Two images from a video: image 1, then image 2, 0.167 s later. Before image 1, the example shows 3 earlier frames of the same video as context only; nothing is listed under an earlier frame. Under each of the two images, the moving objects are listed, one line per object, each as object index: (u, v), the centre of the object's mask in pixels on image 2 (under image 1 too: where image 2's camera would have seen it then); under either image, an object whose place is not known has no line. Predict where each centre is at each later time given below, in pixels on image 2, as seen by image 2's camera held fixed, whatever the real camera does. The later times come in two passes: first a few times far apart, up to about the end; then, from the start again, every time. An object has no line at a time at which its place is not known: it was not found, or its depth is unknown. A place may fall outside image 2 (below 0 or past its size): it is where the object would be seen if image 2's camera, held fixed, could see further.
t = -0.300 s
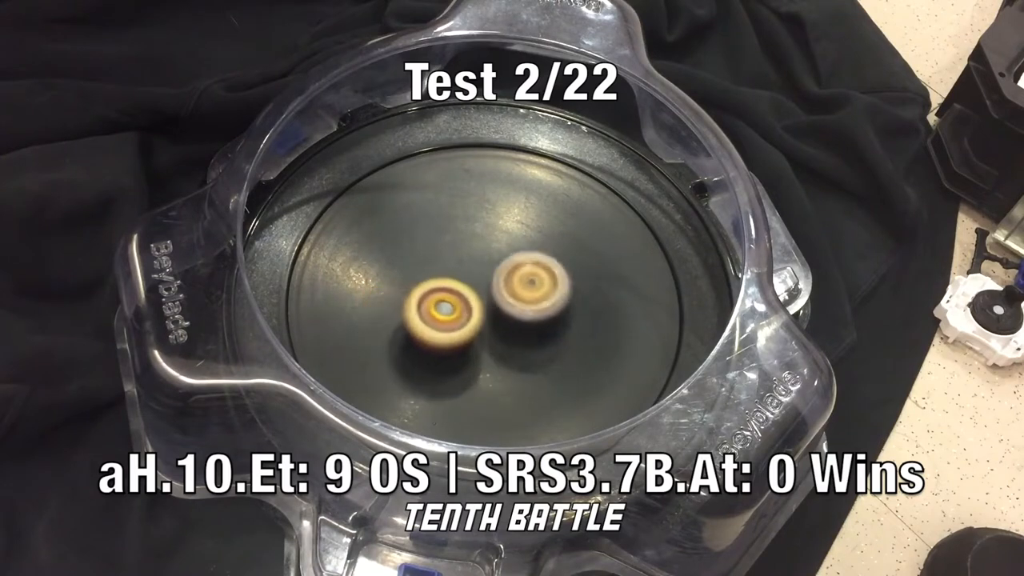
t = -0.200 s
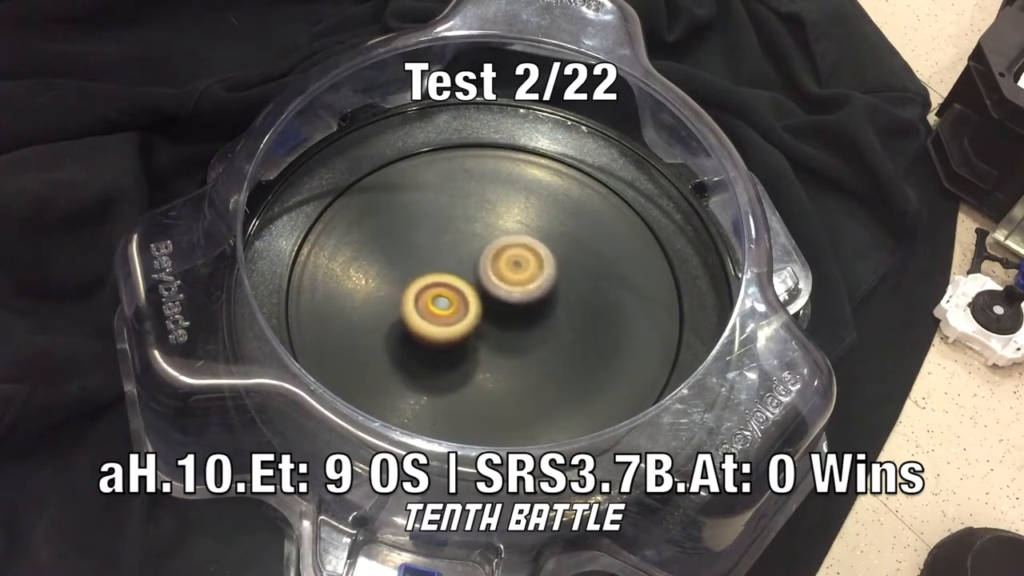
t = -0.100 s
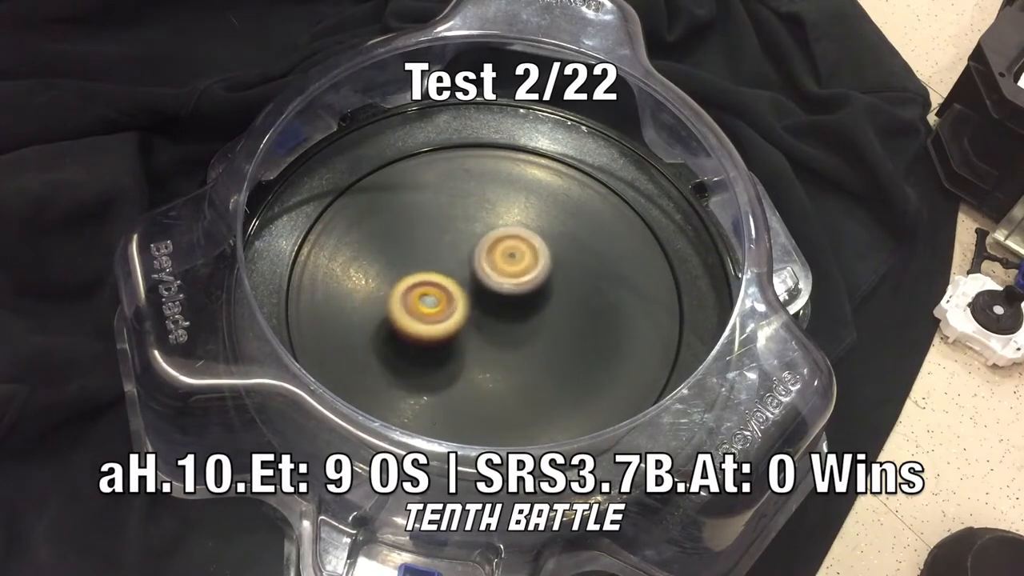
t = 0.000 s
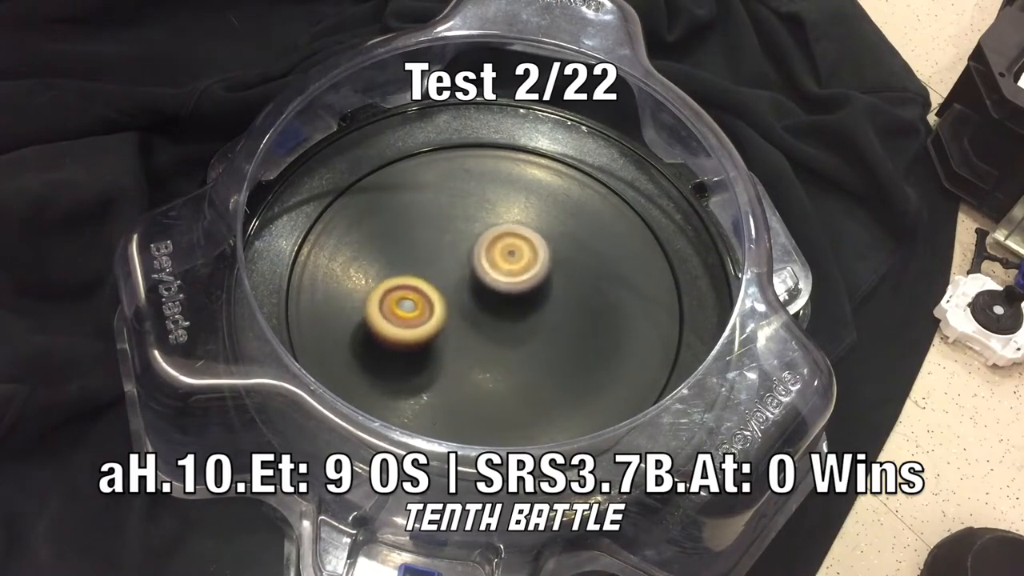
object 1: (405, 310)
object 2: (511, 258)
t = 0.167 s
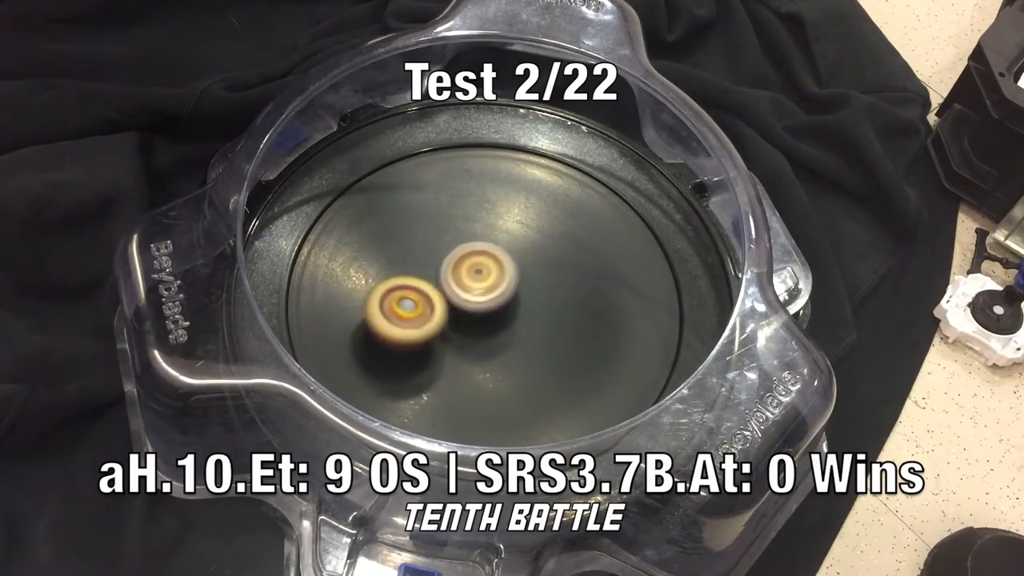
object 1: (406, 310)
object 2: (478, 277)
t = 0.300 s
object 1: (384, 317)
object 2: (490, 284)
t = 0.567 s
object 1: (389, 322)
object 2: (535, 293)
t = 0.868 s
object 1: (427, 283)
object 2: (521, 294)
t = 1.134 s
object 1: (382, 212)
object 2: (523, 322)
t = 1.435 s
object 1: (399, 209)
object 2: (476, 309)
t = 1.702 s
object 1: (469, 251)
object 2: (464, 335)
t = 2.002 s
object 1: (568, 275)
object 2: (488, 335)
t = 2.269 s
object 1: (589, 287)
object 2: (483, 298)
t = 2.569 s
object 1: (574, 320)
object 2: (442, 290)
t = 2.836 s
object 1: (519, 350)
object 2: (455, 286)
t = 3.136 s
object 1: (454, 369)
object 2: (485, 302)
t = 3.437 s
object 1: (417, 340)
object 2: (488, 287)
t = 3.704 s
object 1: (408, 288)
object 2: (491, 276)
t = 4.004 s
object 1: (382, 245)
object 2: (501, 299)
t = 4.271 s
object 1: (427, 250)
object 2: (480, 315)
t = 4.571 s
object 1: (489, 242)
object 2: (482, 336)
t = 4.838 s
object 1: (544, 243)
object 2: (471, 313)
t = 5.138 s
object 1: (551, 273)
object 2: (461, 297)
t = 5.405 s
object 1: (533, 314)
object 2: (450, 294)
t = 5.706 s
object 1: (506, 362)
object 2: (462, 288)
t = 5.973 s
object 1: (472, 365)
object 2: (481, 294)
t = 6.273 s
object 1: (426, 354)
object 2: (504, 287)
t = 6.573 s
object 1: (407, 294)
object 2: (511, 303)
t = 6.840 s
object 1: (405, 244)
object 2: (496, 316)
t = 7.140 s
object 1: (448, 230)
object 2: (471, 312)
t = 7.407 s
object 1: (519, 234)
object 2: (454, 322)
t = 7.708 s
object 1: (559, 267)
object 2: (470, 305)
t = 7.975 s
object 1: (563, 319)
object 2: (464, 284)
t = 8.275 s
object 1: (512, 361)
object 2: (476, 288)
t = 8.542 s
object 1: (437, 364)
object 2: (492, 290)
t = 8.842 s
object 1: (388, 325)
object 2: (485, 303)
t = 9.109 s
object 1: (401, 264)
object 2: (481, 313)
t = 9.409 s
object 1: (460, 227)
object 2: (471, 306)
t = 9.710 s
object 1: (544, 232)
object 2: (460, 308)
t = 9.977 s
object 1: (576, 274)
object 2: (475, 297)
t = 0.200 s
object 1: (397, 311)
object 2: (482, 278)
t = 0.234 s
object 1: (390, 312)
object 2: (485, 279)
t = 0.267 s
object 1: (385, 315)
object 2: (488, 282)
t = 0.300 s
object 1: (384, 317)
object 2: (490, 284)
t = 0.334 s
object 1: (387, 320)
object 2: (491, 286)
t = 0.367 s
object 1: (392, 322)
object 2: (492, 289)
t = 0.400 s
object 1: (398, 323)
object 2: (492, 292)
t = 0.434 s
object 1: (405, 322)
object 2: (492, 295)
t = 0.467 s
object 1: (412, 320)
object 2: (492, 297)
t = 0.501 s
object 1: (402, 320)
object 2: (508, 295)
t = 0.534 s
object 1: (393, 321)
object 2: (523, 294)
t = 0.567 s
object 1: (389, 322)
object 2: (535, 293)
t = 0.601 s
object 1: (388, 320)
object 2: (542, 292)
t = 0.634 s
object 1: (389, 320)
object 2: (548, 291)
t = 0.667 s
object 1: (393, 318)
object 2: (550, 291)
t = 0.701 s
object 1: (398, 314)
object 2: (550, 291)
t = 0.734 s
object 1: (405, 309)
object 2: (547, 291)
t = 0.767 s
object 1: (411, 304)
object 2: (542, 292)
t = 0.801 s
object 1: (418, 298)
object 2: (536, 292)
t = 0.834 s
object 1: (423, 291)
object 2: (528, 293)
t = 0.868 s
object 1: (427, 283)
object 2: (521, 294)
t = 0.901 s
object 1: (429, 274)
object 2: (514, 294)
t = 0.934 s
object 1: (421, 261)
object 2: (518, 299)
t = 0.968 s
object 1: (411, 248)
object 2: (523, 304)
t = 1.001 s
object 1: (402, 238)
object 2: (527, 309)
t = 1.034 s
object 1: (396, 230)
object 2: (528, 313)
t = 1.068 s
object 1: (390, 223)
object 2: (528, 317)
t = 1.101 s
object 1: (385, 217)
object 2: (526, 320)
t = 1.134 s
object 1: (382, 212)
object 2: (523, 322)
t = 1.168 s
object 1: (379, 208)
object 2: (519, 323)
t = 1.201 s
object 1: (377, 205)
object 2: (514, 323)
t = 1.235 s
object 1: (377, 203)
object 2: (508, 323)
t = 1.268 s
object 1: (378, 202)
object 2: (501, 321)
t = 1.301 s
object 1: (381, 202)
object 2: (494, 319)
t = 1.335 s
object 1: (384, 203)
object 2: (488, 316)
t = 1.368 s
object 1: (388, 204)
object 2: (483, 313)
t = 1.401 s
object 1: (393, 207)
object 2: (479, 310)
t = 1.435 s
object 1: (399, 209)
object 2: (476, 309)
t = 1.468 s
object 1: (406, 214)
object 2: (472, 309)
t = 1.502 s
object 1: (413, 218)
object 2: (470, 310)
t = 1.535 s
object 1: (421, 224)
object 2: (468, 312)
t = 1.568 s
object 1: (429, 229)
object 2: (466, 315)
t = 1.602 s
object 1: (438, 235)
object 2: (464, 319)
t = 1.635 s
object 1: (448, 240)
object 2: (463, 323)
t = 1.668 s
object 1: (459, 246)
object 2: (463, 329)
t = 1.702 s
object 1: (469, 251)
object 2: (464, 335)
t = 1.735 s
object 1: (481, 256)
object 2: (466, 341)
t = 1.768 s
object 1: (492, 260)
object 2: (468, 347)
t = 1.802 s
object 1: (505, 265)
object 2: (472, 351)
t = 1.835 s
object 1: (517, 268)
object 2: (476, 352)
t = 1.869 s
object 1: (529, 271)
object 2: (480, 352)
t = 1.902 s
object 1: (540, 272)
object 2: (483, 349)
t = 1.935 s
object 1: (550, 274)
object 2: (485, 345)
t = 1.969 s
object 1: (560, 274)
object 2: (487, 341)
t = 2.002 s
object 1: (568, 275)
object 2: (488, 335)
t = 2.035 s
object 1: (574, 276)
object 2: (488, 330)
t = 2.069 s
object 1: (580, 277)
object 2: (487, 324)
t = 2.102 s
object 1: (585, 278)
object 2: (487, 318)
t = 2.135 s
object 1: (587, 279)
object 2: (486, 313)
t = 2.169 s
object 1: (590, 281)
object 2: (485, 308)
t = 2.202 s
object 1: (591, 282)
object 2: (484, 304)
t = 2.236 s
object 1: (591, 284)
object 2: (483, 300)
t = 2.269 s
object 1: (589, 287)
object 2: (483, 298)
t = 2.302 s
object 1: (586, 289)
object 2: (483, 296)
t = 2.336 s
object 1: (582, 292)
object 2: (484, 295)
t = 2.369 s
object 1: (577, 295)
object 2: (484, 296)
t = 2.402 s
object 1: (571, 299)
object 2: (484, 297)
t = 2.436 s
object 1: (571, 304)
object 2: (476, 296)
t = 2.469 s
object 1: (576, 310)
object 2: (463, 295)
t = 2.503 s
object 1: (577, 314)
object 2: (454, 293)
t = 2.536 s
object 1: (577, 317)
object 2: (447, 291)
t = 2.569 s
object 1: (574, 320)
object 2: (442, 290)
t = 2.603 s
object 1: (569, 324)
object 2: (439, 288)
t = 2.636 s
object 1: (564, 327)
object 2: (437, 287)
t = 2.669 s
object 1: (558, 331)
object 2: (438, 286)
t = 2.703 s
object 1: (550, 335)
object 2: (439, 286)
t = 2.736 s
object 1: (543, 339)
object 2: (442, 285)
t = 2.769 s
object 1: (535, 343)
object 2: (446, 285)
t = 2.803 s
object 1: (527, 347)
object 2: (450, 286)
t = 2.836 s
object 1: (519, 350)
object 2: (455, 286)
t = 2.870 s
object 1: (510, 353)
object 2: (459, 287)
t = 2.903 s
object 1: (502, 357)
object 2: (464, 288)
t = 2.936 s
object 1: (494, 360)
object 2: (469, 290)
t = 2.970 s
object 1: (486, 362)
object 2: (473, 291)
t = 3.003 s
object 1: (479, 365)
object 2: (477, 293)
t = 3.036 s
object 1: (473, 367)
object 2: (480, 295)
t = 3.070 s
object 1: (466, 368)
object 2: (483, 298)
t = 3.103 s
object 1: (460, 369)
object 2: (484, 300)
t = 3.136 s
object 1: (454, 369)
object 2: (485, 302)
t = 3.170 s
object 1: (449, 369)
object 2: (484, 303)
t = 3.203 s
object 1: (445, 367)
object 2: (483, 304)
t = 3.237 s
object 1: (440, 365)
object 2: (480, 304)
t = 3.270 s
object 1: (437, 361)
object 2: (478, 302)
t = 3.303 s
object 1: (432, 358)
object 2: (478, 300)
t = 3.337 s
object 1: (428, 354)
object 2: (480, 298)
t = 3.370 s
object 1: (424, 350)
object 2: (482, 294)
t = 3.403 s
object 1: (420, 345)
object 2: (485, 290)
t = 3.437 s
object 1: (417, 340)
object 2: (488, 287)
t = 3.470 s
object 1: (414, 334)
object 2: (491, 283)
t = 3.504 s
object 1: (412, 328)
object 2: (493, 279)
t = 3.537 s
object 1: (410, 322)
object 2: (494, 276)
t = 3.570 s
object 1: (409, 316)
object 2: (495, 275)
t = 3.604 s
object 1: (408, 309)
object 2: (494, 274)
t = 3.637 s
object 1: (407, 303)
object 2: (494, 274)
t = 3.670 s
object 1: (408, 296)
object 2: (493, 274)
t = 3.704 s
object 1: (408, 288)
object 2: (491, 276)
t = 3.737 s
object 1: (406, 281)
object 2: (492, 277)
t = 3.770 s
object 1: (400, 273)
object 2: (497, 279)
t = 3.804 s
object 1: (395, 266)
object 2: (501, 281)
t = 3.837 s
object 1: (391, 261)
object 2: (503, 283)
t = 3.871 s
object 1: (387, 256)
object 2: (505, 286)
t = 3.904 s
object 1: (384, 252)
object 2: (505, 289)
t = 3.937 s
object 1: (382, 249)
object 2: (504, 292)
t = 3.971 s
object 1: (381, 247)
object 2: (503, 295)
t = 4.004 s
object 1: (382, 245)
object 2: (501, 299)
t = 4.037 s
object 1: (383, 244)
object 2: (499, 302)
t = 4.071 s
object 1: (387, 244)
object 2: (497, 304)
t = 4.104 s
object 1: (391, 244)
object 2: (494, 307)
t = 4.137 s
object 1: (396, 245)
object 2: (491, 309)
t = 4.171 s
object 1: (403, 245)
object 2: (488, 311)
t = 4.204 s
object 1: (410, 247)
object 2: (485, 313)
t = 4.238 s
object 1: (418, 248)
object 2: (483, 314)
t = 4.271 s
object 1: (427, 250)
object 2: (480, 315)
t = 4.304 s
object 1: (436, 249)
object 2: (479, 316)
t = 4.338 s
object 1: (441, 245)
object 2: (481, 323)
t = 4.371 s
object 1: (446, 243)
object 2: (483, 328)
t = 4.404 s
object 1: (452, 241)
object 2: (484, 332)
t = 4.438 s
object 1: (458, 241)
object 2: (485, 335)
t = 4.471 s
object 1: (466, 241)
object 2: (485, 337)
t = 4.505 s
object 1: (473, 241)
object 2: (484, 338)
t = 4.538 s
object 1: (481, 242)
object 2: (484, 337)
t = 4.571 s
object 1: (489, 242)
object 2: (482, 336)
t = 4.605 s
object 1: (498, 243)
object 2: (481, 334)
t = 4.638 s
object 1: (507, 243)
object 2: (480, 331)
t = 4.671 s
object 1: (515, 242)
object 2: (478, 328)
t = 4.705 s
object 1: (523, 242)
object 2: (476, 325)
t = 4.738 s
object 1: (530, 242)
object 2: (475, 322)
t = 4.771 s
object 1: (535, 242)
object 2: (473, 319)
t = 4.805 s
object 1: (541, 242)
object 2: (472, 316)
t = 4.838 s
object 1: (544, 243)
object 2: (471, 313)
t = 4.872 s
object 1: (548, 244)
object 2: (469, 310)
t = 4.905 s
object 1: (551, 246)
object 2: (469, 307)
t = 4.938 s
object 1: (552, 249)
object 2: (469, 305)
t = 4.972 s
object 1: (553, 252)
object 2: (468, 303)
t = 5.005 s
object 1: (552, 255)
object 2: (468, 301)
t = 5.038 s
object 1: (551, 260)
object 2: (469, 299)
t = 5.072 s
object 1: (549, 264)
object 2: (469, 298)
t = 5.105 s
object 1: (548, 270)
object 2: (468, 298)
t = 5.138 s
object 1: (551, 273)
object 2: (461, 297)
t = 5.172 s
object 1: (552, 277)
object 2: (456, 298)
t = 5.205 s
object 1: (552, 281)
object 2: (452, 298)
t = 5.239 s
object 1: (551, 285)
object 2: (450, 298)
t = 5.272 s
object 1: (549, 290)
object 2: (448, 297)
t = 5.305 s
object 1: (546, 295)
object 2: (448, 297)
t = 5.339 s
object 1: (542, 301)
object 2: (448, 296)
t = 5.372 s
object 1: (538, 308)
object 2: (449, 295)
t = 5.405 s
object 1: (533, 314)
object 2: (450, 294)
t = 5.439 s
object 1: (532, 321)
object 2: (449, 293)
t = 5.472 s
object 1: (530, 327)
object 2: (449, 291)
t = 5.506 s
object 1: (527, 333)
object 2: (449, 290)
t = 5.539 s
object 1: (524, 339)
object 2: (450, 289)
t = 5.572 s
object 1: (521, 345)
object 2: (452, 288)
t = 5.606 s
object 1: (517, 350)
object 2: (454, 288)
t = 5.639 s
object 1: (514, 354)
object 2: (456, 288)
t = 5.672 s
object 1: (510, 358)
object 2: (459, 288)
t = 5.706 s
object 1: (506, 362)
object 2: (462, 288)
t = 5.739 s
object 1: (502, 365)
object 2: (464, 289)
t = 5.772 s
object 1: (498, 367)
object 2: (467, 289)
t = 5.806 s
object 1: (493, 369)
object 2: (470, 290)
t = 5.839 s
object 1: (489, 370)
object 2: (472, 291)
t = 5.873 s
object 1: (485, 370)
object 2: (475, 292)
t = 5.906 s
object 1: (481, 369)
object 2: (477, 293)
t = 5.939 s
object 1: (476, 367)
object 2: (479, 294)
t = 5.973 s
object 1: (472, 365)
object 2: (481, 294)
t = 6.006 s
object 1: (469, 362)
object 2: (482, 294)
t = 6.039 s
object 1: (461, 362)
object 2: (486, 292)
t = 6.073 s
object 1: (451, 364)
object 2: (490, 288)
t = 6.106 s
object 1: (444, 365)
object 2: (494, 286)
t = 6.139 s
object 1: (439, 365)
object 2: (498, 285)
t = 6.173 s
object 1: (435, 364)
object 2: (501, 285)
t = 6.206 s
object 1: (431, 362)
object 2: (502, 286)
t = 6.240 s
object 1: (428, 359)
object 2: (503, 286)
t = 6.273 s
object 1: (426, 354)
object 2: (504, 287)
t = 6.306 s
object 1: (424, 350)
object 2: (504, 289)
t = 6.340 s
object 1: (423, 344)
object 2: (504, 290)
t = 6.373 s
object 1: (422, 338)
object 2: (504, 291)
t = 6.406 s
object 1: (421, 331)
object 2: (503, 293)
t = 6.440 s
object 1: (421, 324)
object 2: (502, 295)
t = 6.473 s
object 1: (421, 317)
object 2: (502, 297)
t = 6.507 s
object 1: (416, 309)
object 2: (504, 299)
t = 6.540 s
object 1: (411, 301)
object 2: (508, 301)
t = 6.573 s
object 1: (407, 294)
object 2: (511, 303)
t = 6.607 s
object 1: (405, 286)
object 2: (513, 306)
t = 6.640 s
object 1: (403, 279)
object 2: (513, 308)
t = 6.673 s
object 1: (403, 273)
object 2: (512, 310)
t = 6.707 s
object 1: (402, 266)
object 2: (509, 312)
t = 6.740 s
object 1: (402, 260)
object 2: (507, 313)
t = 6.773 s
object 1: (402, 255)
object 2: (503, 314)
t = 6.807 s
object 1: (403, 249)
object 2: (500, 315)
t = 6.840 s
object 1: (405, 244)
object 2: (496, 316)
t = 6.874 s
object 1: (408, 240)
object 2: (493, 316)
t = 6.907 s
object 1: (412, 237)
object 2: (489, 316)
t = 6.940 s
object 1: (416, 234)
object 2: (486, 316)
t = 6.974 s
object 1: (420, 232)
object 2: (483, 316)
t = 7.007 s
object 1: (425, 230)
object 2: (480, 315)
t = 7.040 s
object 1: (430, 229)
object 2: (477, 315)
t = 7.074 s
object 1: (436, 229)
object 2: (475, 314)
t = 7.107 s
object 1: (442, 229)
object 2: (472, 313)
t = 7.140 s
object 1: (448, 230)
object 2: (471, 312)
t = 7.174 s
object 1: (456, 232)
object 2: (469, 311)
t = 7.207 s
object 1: (463, 235)
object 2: (468, 310)
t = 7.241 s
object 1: (473, 237)
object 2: (466, 310)
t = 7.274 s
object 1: (484, 234)
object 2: (462, 315)
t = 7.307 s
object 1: (495, 233)
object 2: (459, 318)
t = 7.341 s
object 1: (503, 232)
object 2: (456, 321)
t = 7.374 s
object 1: (511, 232)
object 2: (455, 322)
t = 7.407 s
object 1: (519, 234)
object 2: (454, 322)
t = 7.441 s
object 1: (526, 235)
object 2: (455, 321)
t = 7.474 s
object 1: (533, 238)
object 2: (456, 320)
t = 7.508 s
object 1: (539, 240)
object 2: (457, 319)
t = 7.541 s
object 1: (545, 243)
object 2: (459, 317)
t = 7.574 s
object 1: (549, 246)
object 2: (461, 315)
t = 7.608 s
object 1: (553, 251)
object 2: (463, 313)
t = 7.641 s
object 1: (556, 255)
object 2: (465, 310)
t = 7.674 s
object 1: (558, 261)
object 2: (468, 308)
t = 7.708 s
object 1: (559, 267)
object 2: (470, 305)
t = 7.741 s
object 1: (559, 273)
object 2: (472, 303)
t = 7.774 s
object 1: (559, 280)
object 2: (474, 301)
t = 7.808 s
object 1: (560, 288)
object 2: (474, 299)
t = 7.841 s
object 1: (564, 294)
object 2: (470, 295)
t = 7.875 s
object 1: (565, 300)
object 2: (467, 291)
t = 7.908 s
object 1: (565, 306)
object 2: (466, 288)
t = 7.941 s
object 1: (564, 313)
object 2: (464, 286)
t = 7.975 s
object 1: (563, 319)
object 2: (464, 284)
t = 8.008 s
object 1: (560, 326)
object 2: (464, 283)
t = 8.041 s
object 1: (556, 332)
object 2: (464, 282)
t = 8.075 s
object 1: (552, 338)
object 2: (465, 282)
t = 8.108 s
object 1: (547, 343)
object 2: (467, 282)
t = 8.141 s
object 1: (542, 348)
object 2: (468, 283)
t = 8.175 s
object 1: (535, 352)
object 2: (470, 284)
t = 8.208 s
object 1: (528, 356)
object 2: (472, 285)
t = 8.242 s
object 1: (520, 359)
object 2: (474, 287)
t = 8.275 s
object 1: (512, 361)
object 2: (476, 288)
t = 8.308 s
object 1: (504, 362)
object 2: (478, 290)
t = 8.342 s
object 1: (495, 363)
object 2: (479, 292)
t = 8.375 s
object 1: (486, 363)
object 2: (481, 293)
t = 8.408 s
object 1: (476, 362)
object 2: (483, 294)
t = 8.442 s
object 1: (466, 363)
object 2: (485, 293)
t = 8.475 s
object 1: (455, 365)
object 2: (488, 291)
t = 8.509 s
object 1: (446, 365)
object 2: (490, 290)
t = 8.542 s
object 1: (437, 364)
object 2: (492, 290)
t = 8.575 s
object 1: (428, 362)
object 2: (493, 290)
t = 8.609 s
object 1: (420, 359)
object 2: (494, 291)
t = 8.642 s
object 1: (413, 356)
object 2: (493, 292)
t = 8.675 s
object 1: (406, 353)
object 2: (493, 294)
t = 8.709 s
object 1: (400, 347)
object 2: (492, 295)
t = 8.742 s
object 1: (395, 344)
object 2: (491, 297)
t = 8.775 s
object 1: (392, 338)
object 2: (489, 299)
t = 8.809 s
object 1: (389, 332)
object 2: (487, 301)
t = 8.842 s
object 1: (388, 325)
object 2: (485, 303)
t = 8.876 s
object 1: (387, 318)
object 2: (483, 304)
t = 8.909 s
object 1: (388, 310)
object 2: (481, 306)
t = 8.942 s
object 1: (390, 303)
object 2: (479, 307)
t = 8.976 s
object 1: (392, 295)
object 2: (478, 309)
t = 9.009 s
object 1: (393, 286)
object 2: (479, 310)
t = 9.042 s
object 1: (395, 278)
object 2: (480, 311)
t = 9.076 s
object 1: (397, 271)
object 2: (481, 312)
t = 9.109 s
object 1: (401, 264)
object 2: (481, 313)
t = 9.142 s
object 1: (406, 258)
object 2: (480, 313)
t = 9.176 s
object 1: (411, 251)
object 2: (480, 313)
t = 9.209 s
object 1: (416, 245)
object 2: (479, 312)
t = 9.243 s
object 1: (422, 240)
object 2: (478, 312)
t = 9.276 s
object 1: (429, 236)
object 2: (476, 311)
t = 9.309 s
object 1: (436, 233)
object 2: (475, 310)
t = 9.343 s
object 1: (444, 230)
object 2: (473, 309)
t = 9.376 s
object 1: (452, 228)
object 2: (472, 307)
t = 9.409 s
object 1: (460, 227)
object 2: (471, 306)
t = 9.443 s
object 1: (468, 228)
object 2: (470, 305)
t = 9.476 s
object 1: (477, 229)
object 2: (469, 303)
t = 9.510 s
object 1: (487, 231)
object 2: (468, 302)
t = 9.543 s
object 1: (498, 229)
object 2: (466, 303)
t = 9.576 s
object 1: (509, 227)
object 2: (464, 307)
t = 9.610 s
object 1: (518, 227)
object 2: (462, 309)
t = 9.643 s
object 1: (528, 228)
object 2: (461, 309)
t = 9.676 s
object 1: (536, 230)
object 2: (460, 309)
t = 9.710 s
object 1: (544, 232)
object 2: (460, 308)
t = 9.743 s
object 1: (551, 235)
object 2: (461, 307)
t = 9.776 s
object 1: (558, 239)
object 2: (462, 306)
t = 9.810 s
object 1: (563, 243)
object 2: (464, 304)
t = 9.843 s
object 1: (568, 248)
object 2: (466, 303)
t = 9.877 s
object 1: (572, 253)
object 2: (468, 301)
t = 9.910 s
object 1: (575, 260)
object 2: (470, 299)
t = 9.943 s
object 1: (576, 267)
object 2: (472, 298)
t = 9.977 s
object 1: (576, 274)
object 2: (475, 297)
